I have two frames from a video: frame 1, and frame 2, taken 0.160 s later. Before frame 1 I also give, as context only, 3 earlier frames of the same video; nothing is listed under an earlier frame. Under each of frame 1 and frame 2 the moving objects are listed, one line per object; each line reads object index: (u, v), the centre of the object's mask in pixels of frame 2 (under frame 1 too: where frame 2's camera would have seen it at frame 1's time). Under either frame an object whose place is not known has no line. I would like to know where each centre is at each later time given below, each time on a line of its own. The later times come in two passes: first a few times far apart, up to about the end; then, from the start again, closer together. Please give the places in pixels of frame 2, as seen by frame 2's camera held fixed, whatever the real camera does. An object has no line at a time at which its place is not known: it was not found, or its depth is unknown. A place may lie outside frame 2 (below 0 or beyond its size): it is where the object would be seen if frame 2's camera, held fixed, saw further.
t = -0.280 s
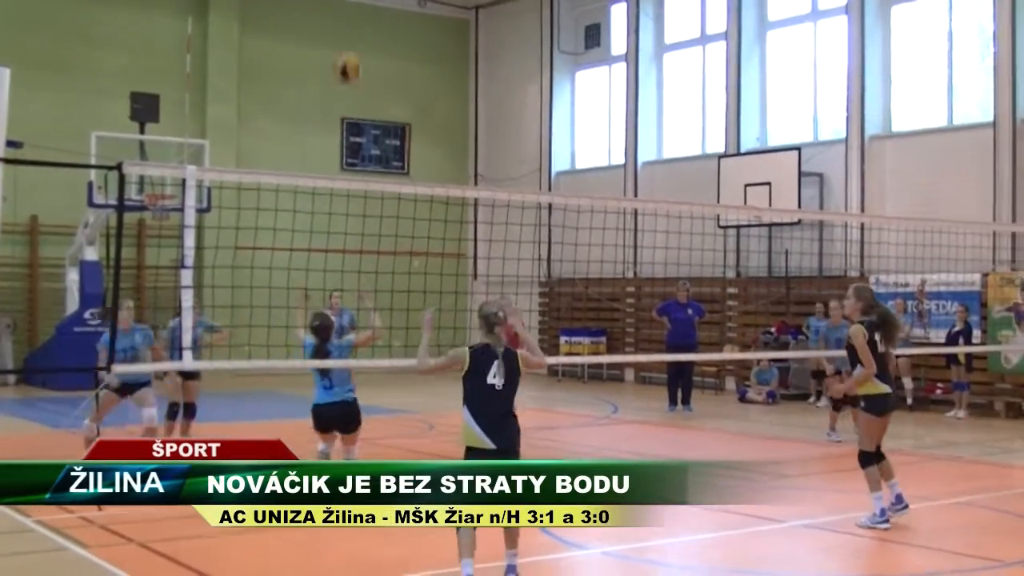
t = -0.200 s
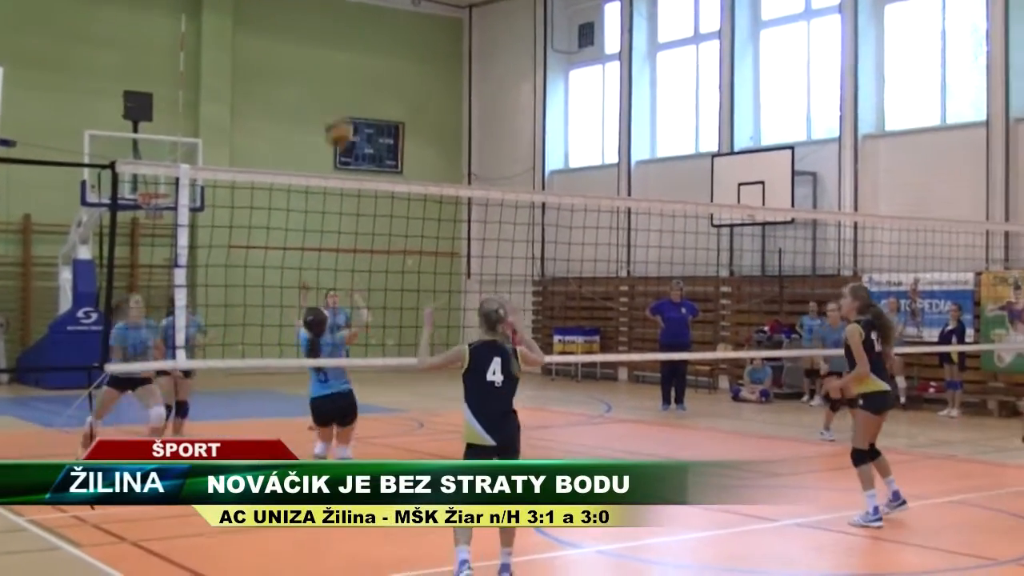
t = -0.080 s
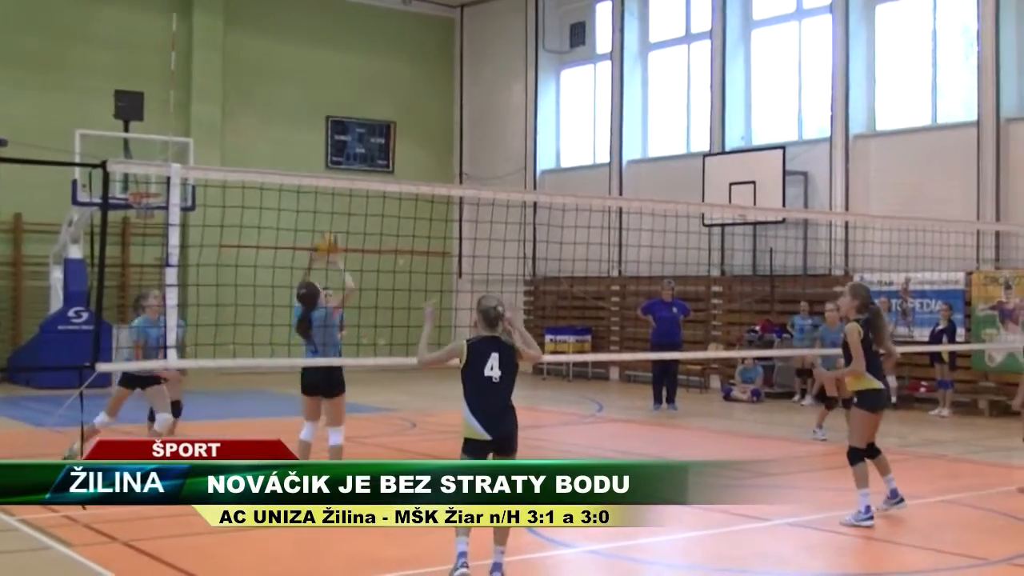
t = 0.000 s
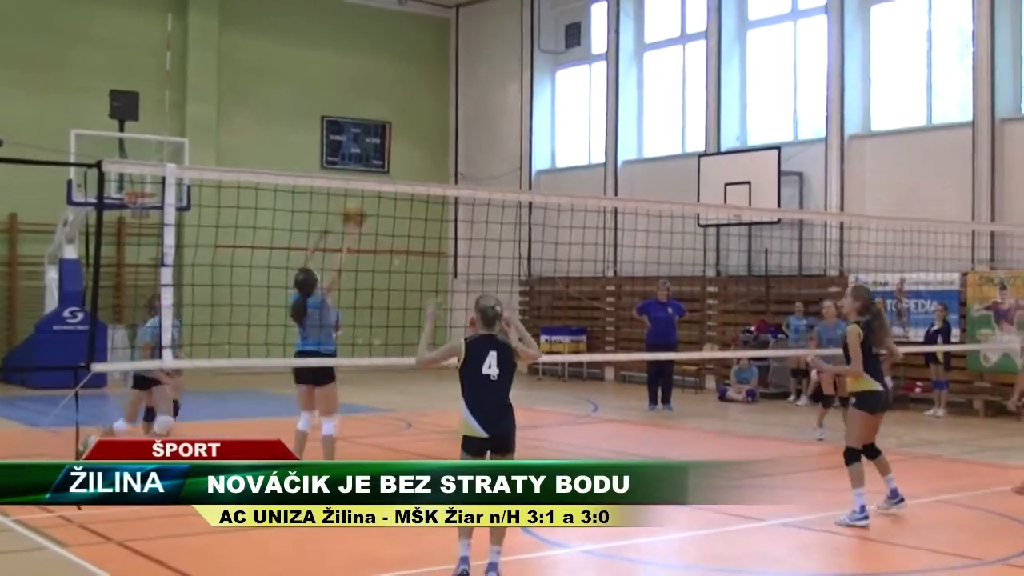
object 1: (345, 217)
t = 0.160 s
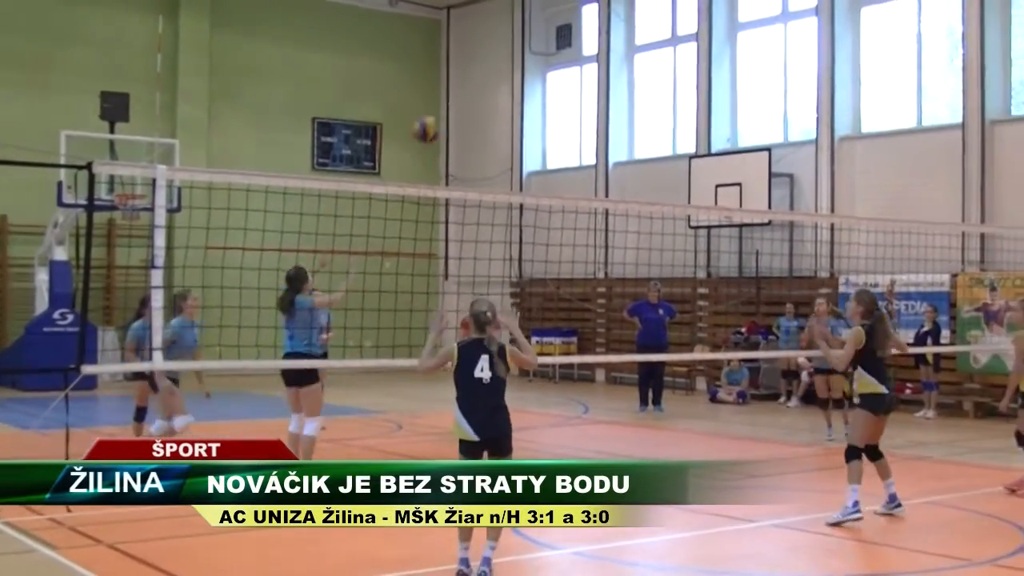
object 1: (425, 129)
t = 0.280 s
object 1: (482, 92)
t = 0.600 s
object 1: (611, 81)
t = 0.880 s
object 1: (704, 161)
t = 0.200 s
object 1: (445, 114)
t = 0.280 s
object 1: (482, 92)
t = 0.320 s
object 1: (499, 83)
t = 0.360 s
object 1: (516, 78)
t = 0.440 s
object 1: (548, 71)
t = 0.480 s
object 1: (565, 70)
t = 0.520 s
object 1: (581, 73)
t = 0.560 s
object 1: (596, 76)
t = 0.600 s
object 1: (611, 81)
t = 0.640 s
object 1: (625, 88)
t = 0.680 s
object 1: (639, 96)
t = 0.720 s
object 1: (653, 106)
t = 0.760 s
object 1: (667, 118)
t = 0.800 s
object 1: (680, 131)
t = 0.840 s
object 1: (693, 145)
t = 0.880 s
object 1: (704, 161)
